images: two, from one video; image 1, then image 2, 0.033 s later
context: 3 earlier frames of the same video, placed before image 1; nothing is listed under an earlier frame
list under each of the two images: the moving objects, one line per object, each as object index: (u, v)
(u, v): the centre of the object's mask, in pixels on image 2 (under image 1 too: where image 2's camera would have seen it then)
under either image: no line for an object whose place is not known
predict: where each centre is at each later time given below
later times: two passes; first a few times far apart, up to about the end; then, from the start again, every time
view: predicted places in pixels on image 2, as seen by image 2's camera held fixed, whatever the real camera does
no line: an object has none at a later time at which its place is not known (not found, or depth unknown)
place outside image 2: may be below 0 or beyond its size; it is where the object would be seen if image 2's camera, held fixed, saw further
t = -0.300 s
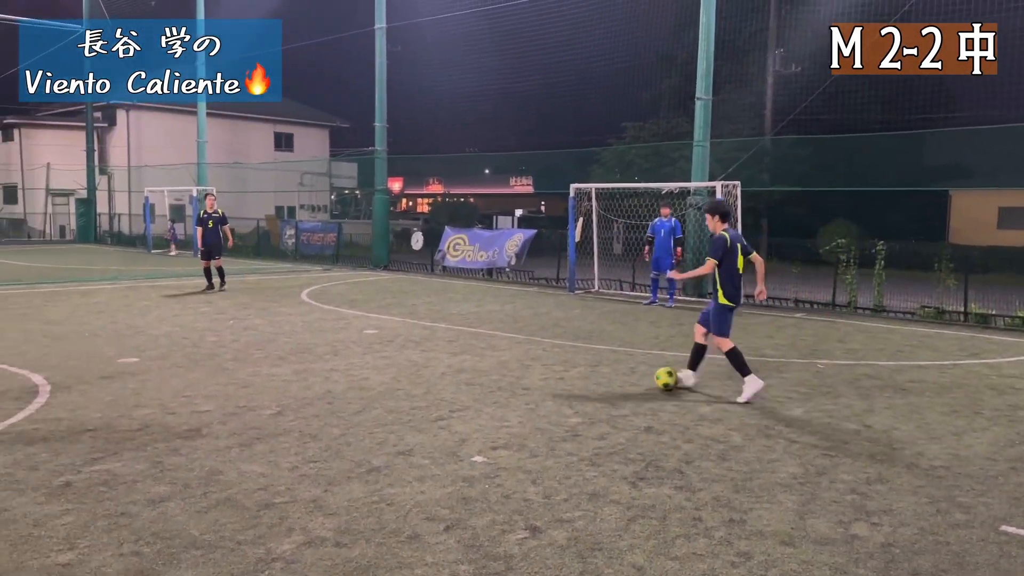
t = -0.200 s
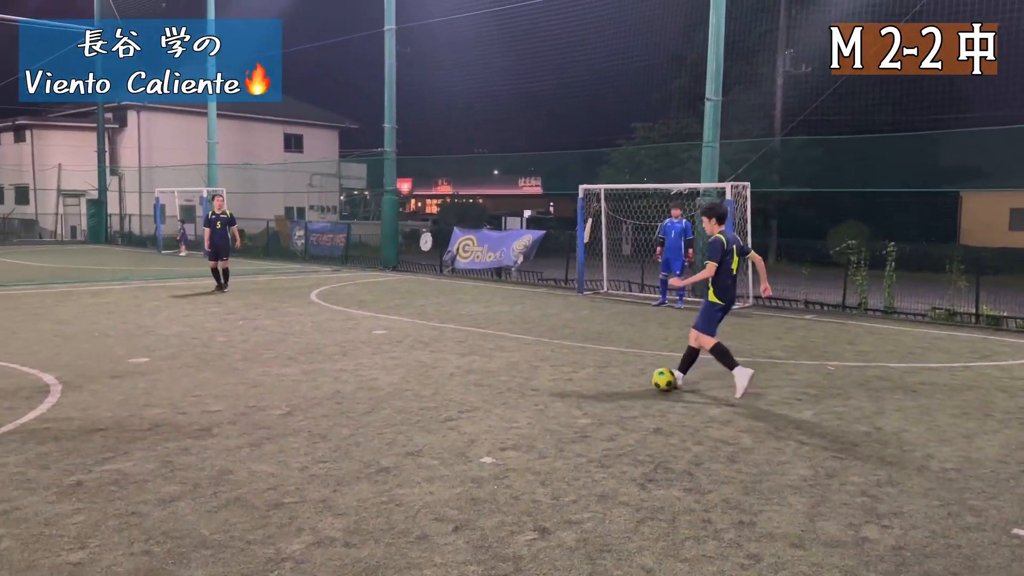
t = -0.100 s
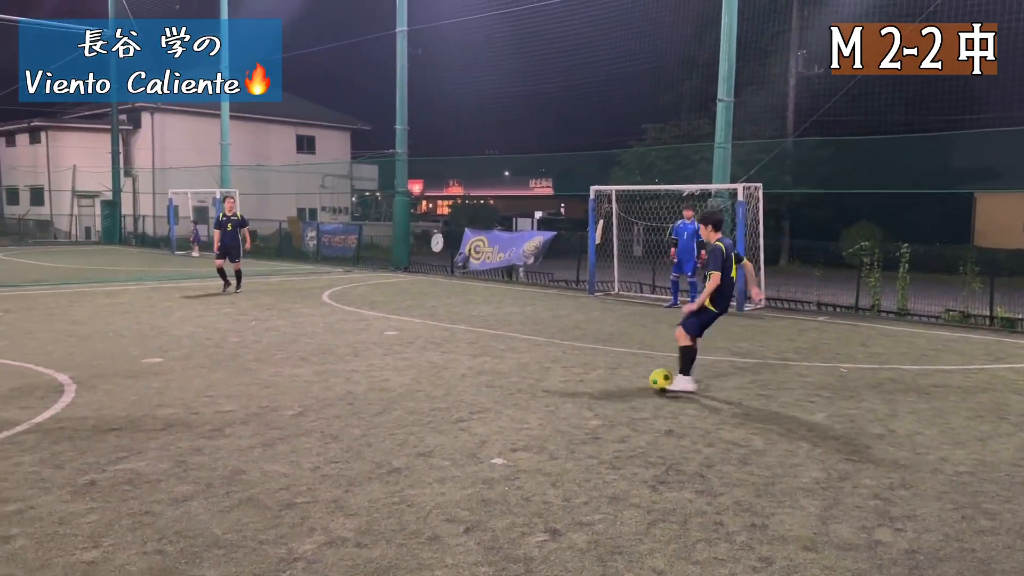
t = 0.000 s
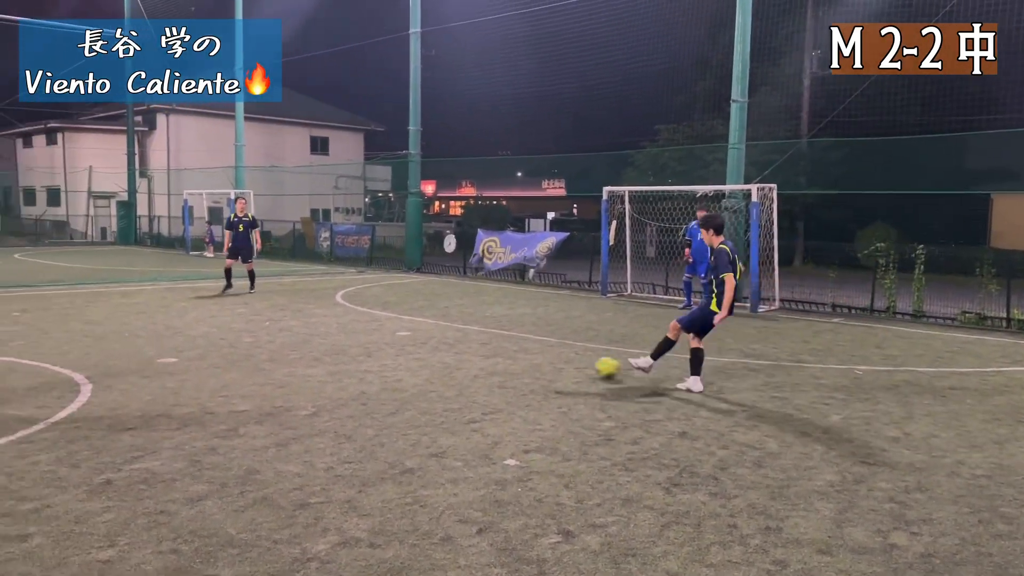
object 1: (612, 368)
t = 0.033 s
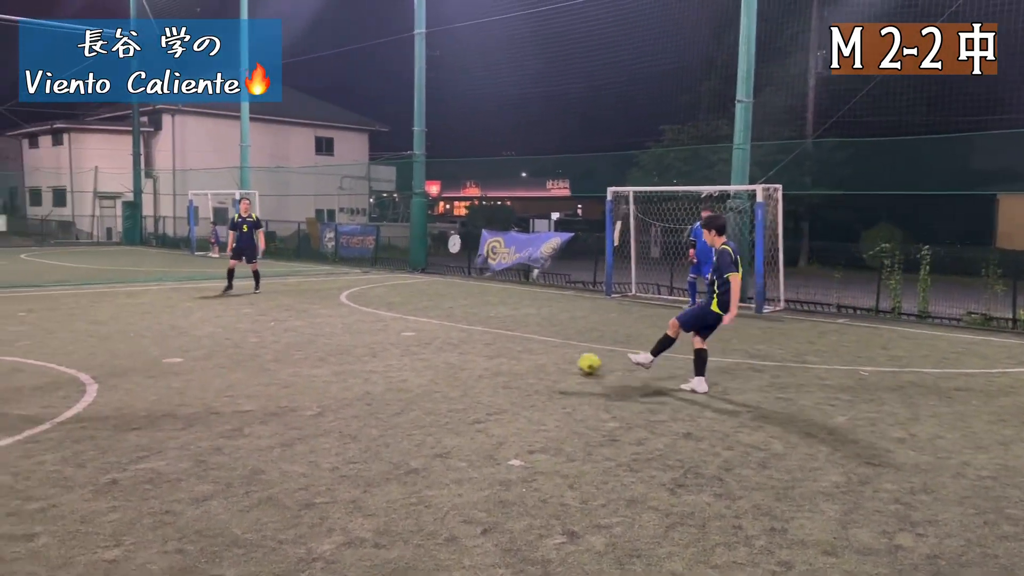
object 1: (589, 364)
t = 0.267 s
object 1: (470, 339)
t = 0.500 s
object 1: (396, 326)
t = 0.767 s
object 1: (335, 313)
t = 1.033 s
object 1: (288, 303)
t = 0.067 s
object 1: (568, 360)
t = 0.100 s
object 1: (548, 355)
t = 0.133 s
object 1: (530, 352)
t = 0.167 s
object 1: (513, 349)
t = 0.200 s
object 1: (498, 345)
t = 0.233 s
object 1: (484, 341)
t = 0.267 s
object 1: (470, 339)
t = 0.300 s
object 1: (458, 336)
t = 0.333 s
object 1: (446, 334)
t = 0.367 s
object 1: (435, 332)
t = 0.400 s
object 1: (424, 330)
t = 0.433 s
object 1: (414, 329)
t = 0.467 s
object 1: (405, 327)
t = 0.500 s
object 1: (396, 326)
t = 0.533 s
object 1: (388, 324)
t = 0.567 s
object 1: (379, 322)
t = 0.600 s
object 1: (372, 320)
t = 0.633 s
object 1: (364, 319)
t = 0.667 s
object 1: (356, 317)
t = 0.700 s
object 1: (350, 316)
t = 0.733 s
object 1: (343, 314)
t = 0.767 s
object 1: (335, 313)
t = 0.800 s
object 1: (329, 312)
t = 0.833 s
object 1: (323, 311)
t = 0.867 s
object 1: (317, 309)
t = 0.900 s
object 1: (310, 308)
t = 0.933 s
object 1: (304, 307)
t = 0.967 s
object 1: (299, 306)
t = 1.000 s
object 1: (293, 305)
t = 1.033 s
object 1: (288, 303)
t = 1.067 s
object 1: (282, 302)
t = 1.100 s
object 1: (277, 301)
